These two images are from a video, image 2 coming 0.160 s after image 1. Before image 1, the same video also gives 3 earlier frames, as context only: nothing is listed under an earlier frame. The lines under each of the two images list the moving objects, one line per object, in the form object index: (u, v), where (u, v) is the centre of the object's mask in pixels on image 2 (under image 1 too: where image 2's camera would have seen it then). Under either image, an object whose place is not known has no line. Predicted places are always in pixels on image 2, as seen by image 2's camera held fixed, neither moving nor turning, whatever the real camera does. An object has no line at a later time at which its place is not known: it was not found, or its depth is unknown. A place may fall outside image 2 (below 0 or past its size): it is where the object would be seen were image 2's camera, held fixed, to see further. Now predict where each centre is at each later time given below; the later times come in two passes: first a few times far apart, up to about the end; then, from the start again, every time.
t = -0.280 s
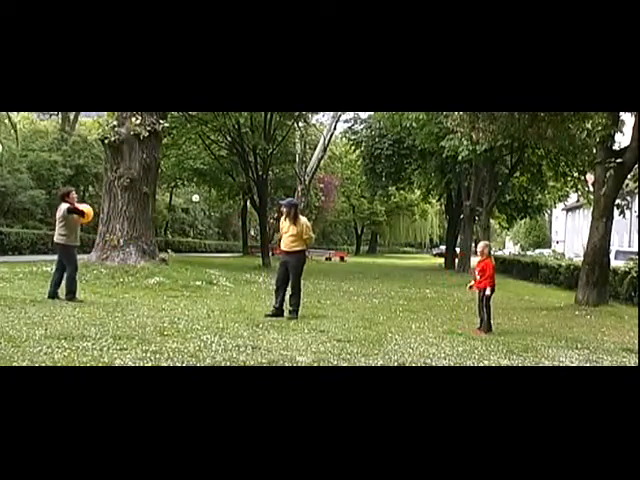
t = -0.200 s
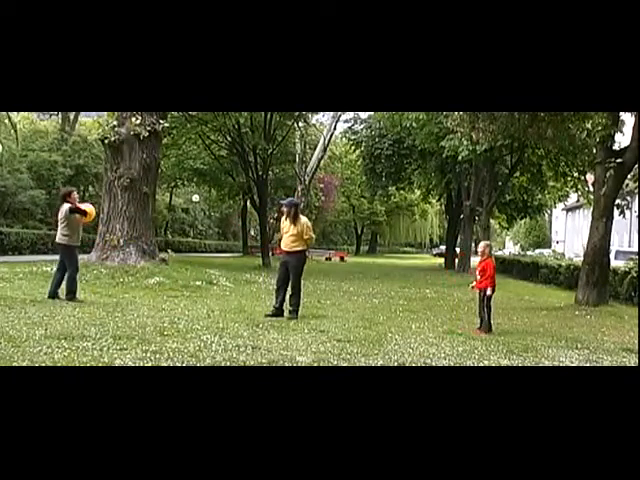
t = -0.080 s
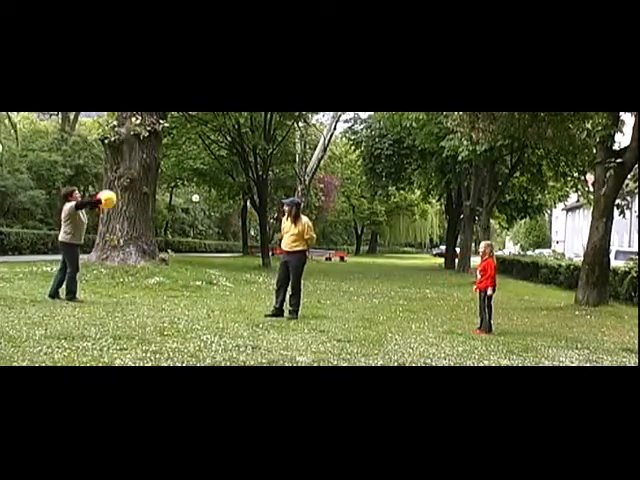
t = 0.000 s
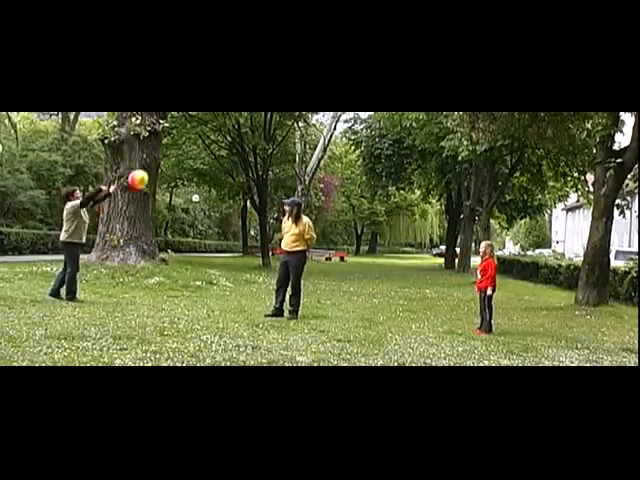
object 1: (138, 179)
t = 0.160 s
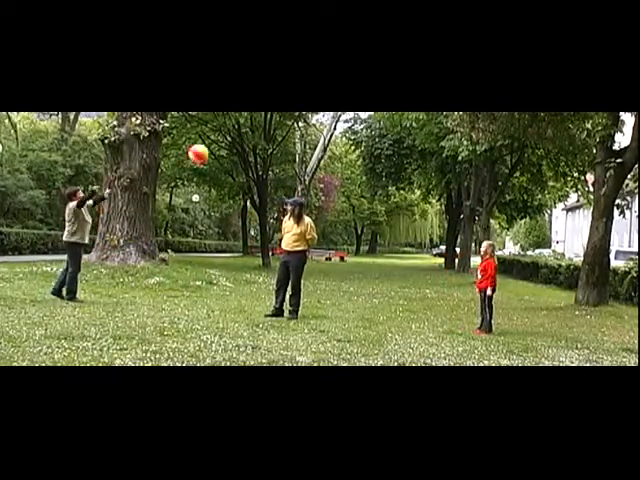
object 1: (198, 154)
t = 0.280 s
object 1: (239, 148)
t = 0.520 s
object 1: (313, 166)
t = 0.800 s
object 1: (389, 230)
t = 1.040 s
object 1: (440, 317)
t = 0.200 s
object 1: (212, 151)
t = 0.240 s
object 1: (226, 149)
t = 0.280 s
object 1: (239, 148)
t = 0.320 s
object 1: (252, 148)
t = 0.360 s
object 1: (265, 150)
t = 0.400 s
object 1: (277, 153)
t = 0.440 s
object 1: (290, 156)
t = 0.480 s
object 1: (302, 160)
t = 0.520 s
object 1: (313, 166)
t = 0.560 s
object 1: (325, 172)
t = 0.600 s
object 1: (336, 179)
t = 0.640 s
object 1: (348, 188)
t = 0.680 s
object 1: (359, 197)
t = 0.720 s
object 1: (370, 207)
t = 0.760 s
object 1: (379, 218)
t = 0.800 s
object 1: (389, 230)
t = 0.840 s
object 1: (398, 242)
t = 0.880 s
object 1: (407, 255)
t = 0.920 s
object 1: (416, 270)
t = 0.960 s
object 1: (424, 285)
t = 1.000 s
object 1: (432, 300)
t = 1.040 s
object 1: (440, 317)
